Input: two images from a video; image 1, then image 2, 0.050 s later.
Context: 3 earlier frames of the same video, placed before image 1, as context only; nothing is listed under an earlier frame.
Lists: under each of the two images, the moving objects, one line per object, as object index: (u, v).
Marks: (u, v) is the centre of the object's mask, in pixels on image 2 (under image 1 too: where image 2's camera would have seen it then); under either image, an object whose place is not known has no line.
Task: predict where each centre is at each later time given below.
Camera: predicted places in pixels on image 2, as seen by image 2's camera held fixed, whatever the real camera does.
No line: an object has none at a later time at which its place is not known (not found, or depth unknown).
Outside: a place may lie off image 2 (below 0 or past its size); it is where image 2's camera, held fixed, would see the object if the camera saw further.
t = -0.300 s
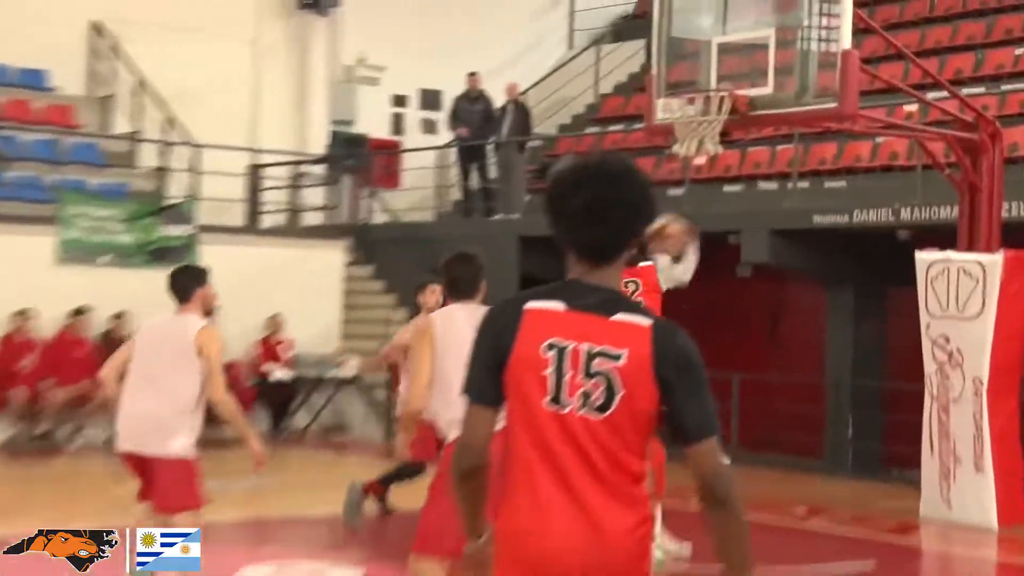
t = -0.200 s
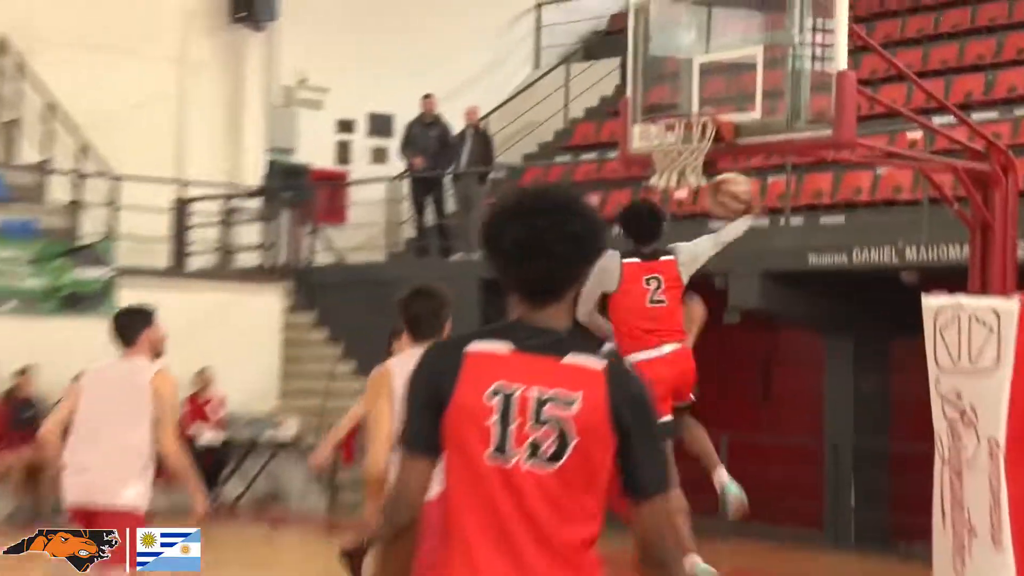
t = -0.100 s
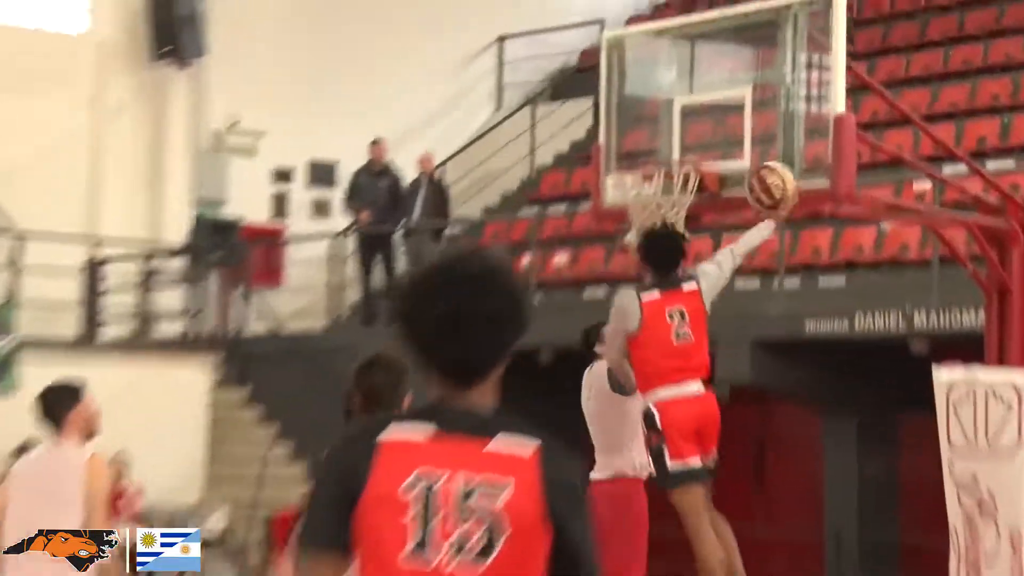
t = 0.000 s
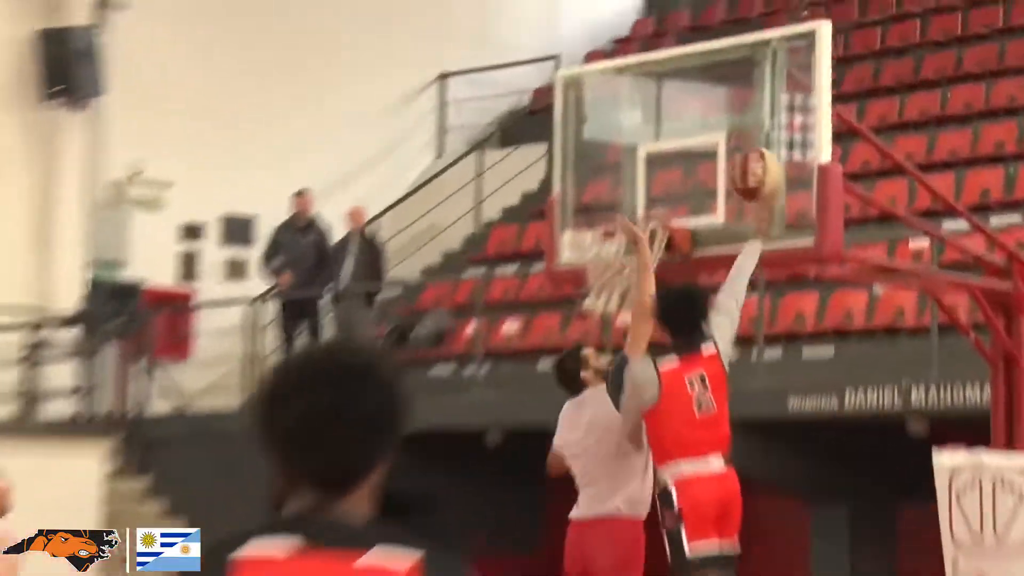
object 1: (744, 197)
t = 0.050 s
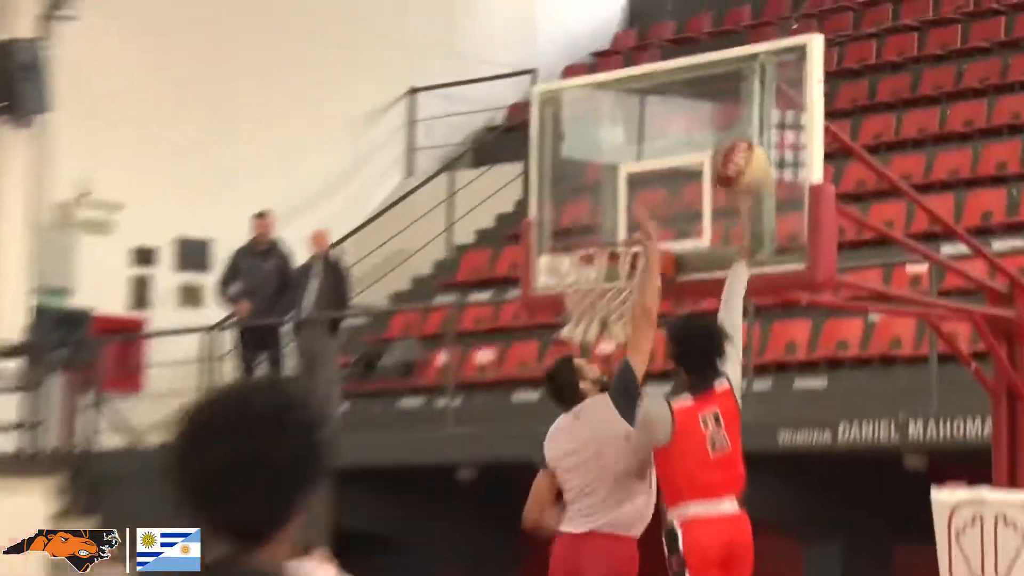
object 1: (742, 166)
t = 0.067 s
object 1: (739, 158)
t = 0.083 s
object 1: (738, 151)
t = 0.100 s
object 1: (737, 144)
